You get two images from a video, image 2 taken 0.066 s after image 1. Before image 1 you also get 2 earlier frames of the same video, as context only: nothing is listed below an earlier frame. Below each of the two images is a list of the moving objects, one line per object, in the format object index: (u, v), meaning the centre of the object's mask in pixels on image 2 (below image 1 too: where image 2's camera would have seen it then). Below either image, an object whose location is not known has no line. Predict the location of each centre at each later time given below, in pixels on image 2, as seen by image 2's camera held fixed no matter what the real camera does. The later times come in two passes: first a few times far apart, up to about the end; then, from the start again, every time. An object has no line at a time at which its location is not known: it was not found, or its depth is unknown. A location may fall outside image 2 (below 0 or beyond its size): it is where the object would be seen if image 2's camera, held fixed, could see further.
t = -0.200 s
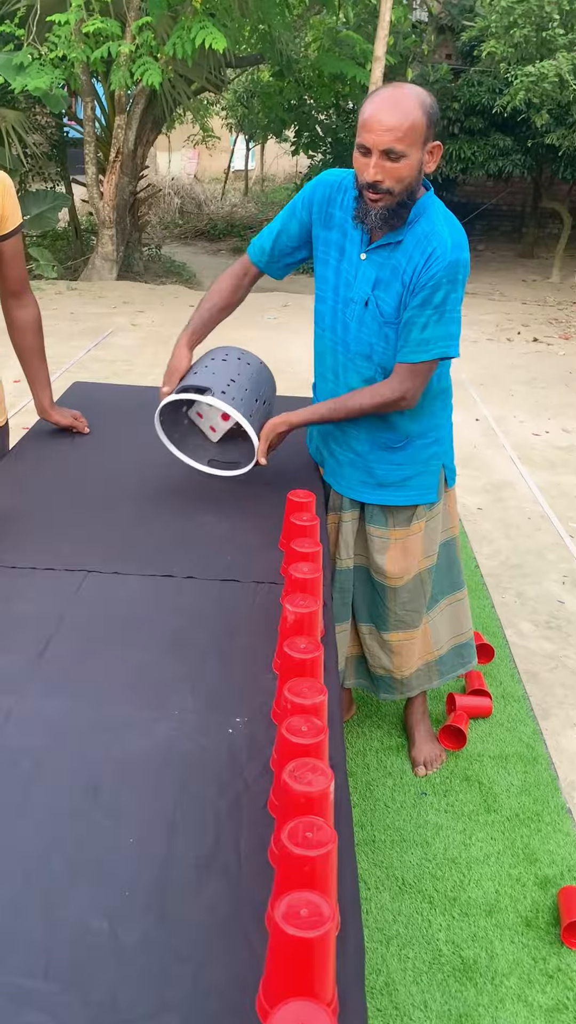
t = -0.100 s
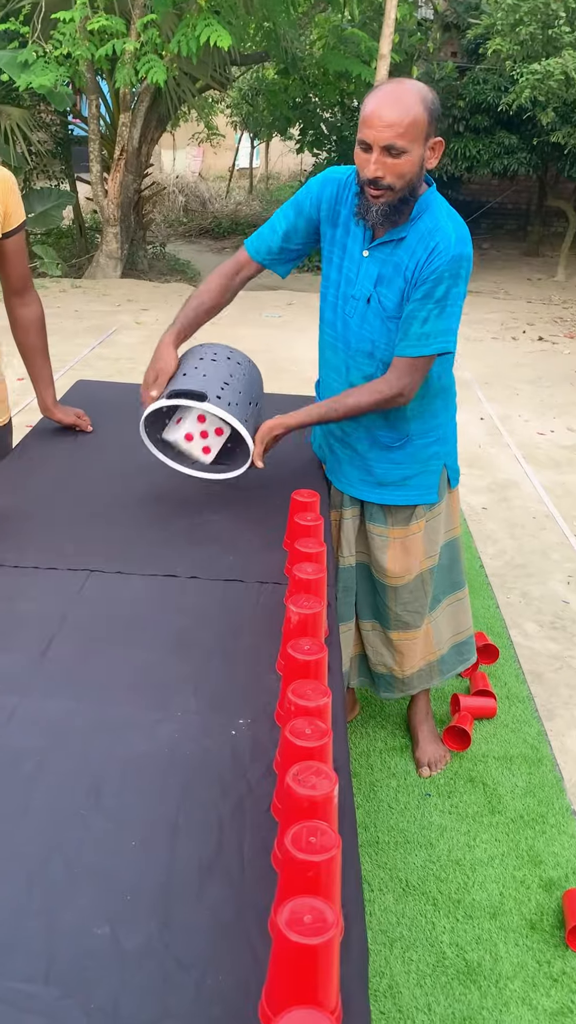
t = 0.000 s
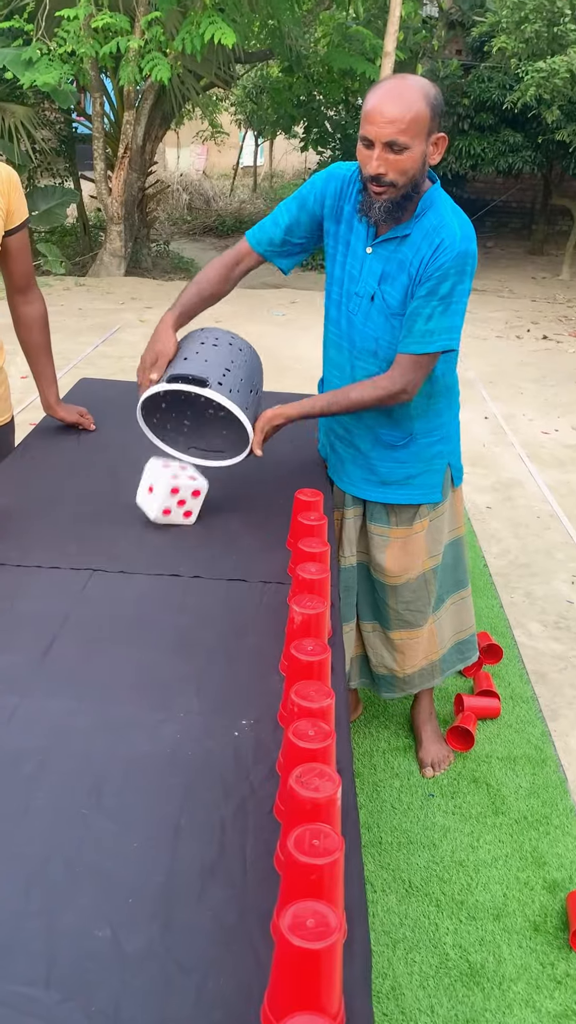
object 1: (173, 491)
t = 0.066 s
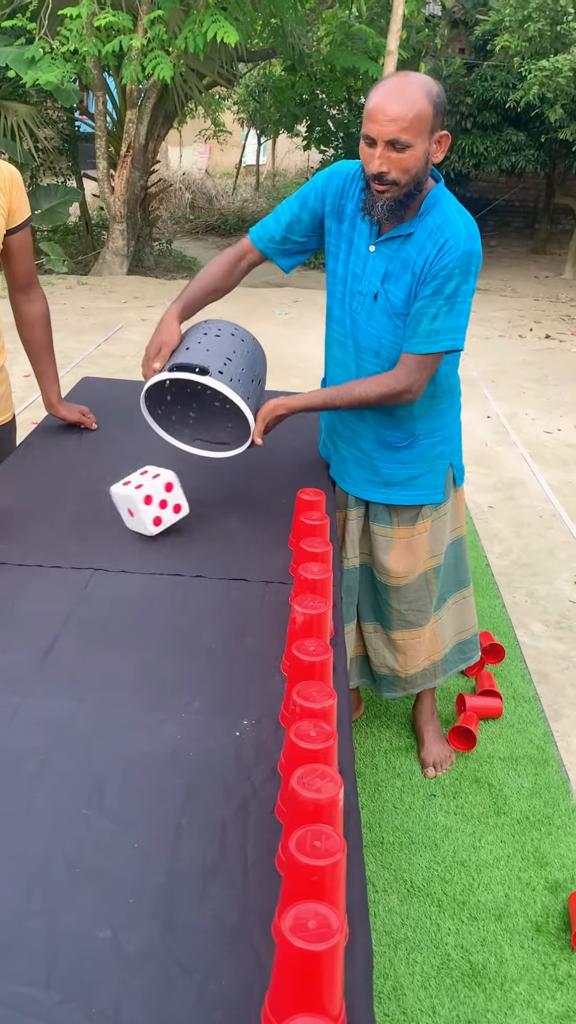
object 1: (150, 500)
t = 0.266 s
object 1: (90, 527)
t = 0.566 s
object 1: (33, 549)
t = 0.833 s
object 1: (37, 576)
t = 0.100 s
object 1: (138, 504)
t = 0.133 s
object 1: (127, 509)
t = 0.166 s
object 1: (115, 517)
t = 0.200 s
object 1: (107, 520)
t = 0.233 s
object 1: (99, 525)
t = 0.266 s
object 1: (90, 527)
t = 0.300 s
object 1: (82, 528)
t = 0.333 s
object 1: (76, 528)
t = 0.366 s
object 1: (70, 529)
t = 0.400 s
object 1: (65, 530)
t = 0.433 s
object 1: (59, 533)
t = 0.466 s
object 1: (53, 536)
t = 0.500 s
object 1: (46, 541)
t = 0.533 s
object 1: (40, 544)
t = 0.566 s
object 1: (33, 549)
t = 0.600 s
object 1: (29, 554)
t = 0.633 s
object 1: (27, 560)
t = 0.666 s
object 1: (28, 566)
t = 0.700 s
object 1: (31, 568)
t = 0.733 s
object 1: (35, 571)
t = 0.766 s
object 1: (38, 573)
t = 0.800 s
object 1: (39, 576)
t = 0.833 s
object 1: (37, 576)
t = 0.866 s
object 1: (37, 576)
